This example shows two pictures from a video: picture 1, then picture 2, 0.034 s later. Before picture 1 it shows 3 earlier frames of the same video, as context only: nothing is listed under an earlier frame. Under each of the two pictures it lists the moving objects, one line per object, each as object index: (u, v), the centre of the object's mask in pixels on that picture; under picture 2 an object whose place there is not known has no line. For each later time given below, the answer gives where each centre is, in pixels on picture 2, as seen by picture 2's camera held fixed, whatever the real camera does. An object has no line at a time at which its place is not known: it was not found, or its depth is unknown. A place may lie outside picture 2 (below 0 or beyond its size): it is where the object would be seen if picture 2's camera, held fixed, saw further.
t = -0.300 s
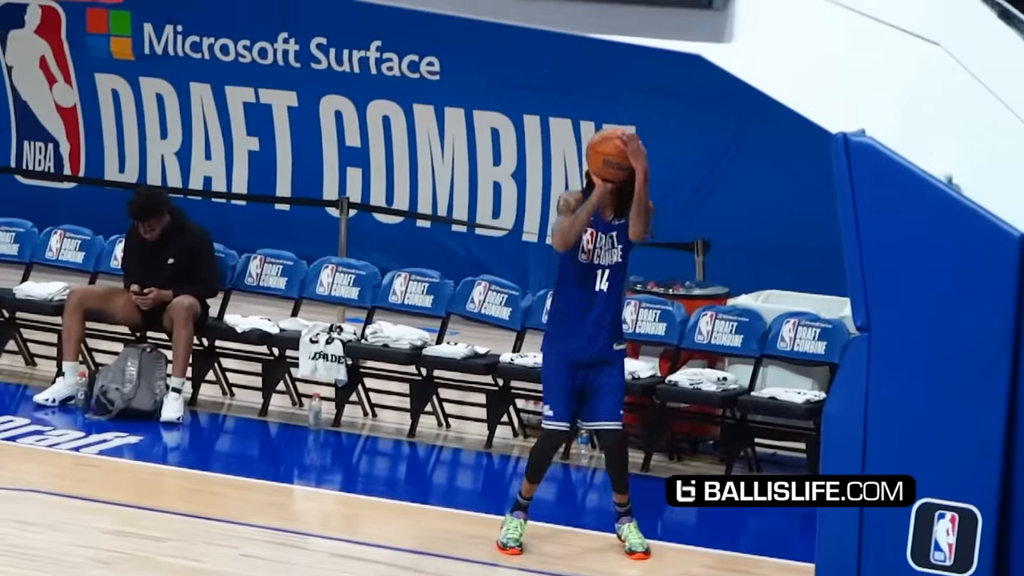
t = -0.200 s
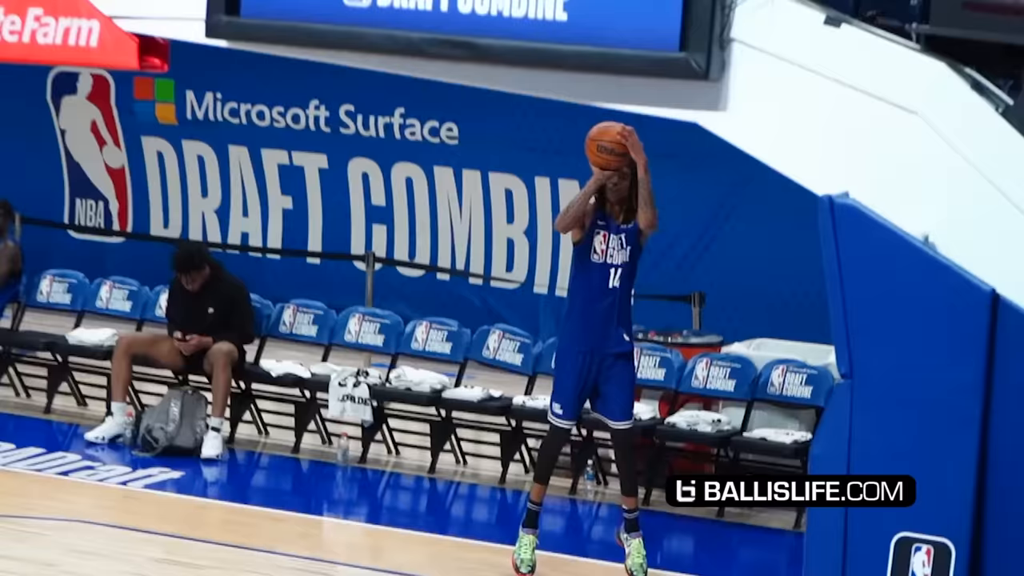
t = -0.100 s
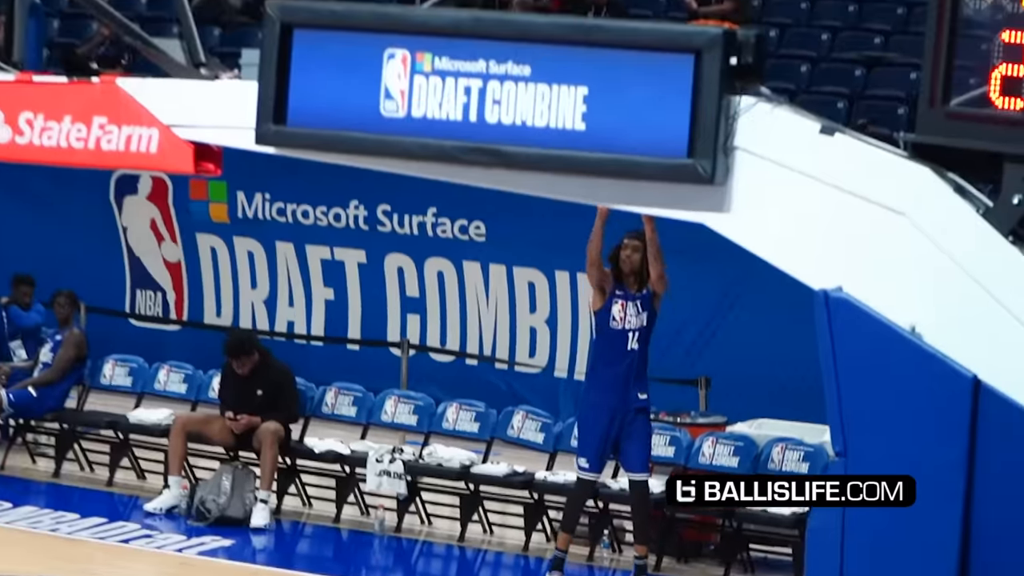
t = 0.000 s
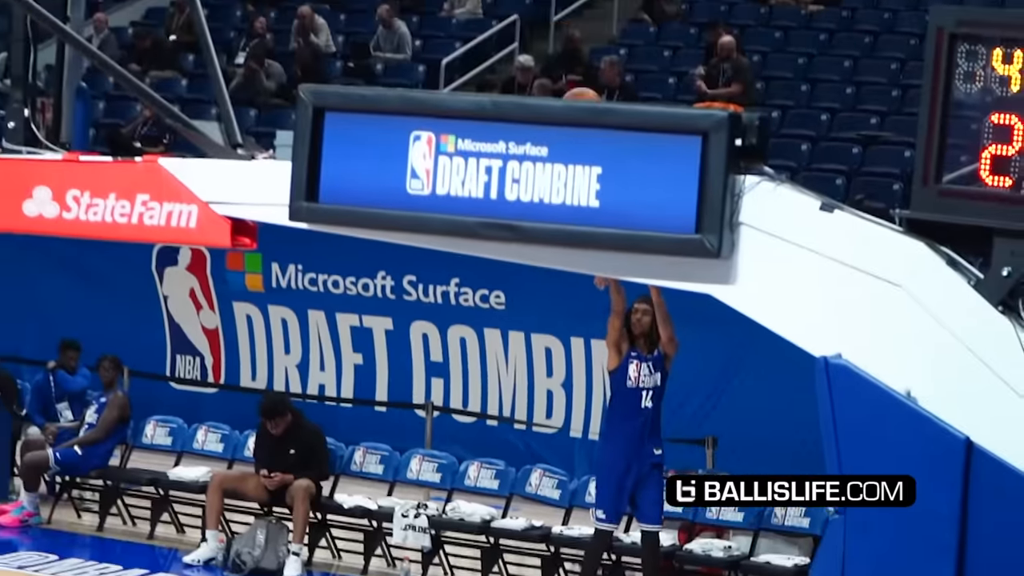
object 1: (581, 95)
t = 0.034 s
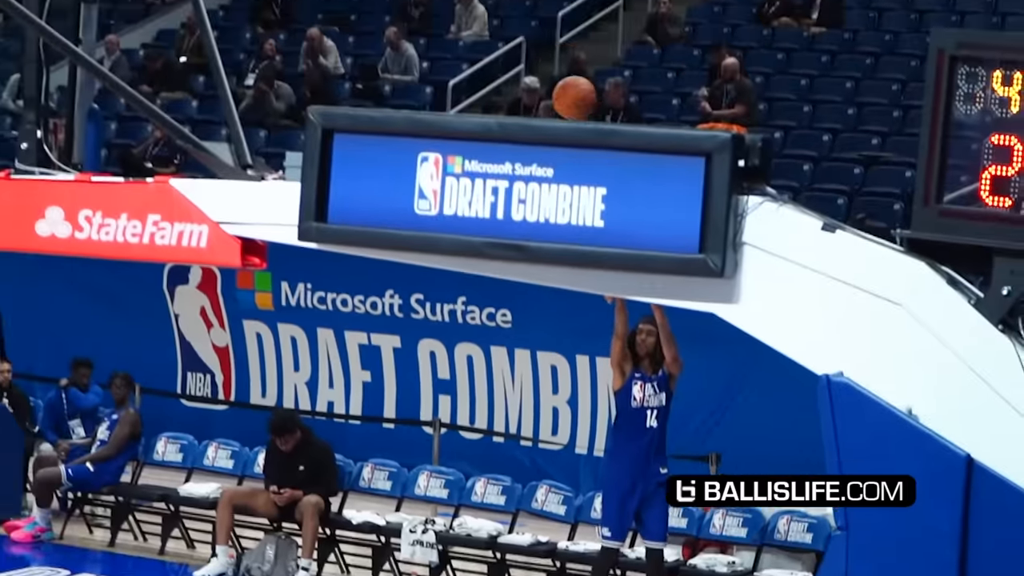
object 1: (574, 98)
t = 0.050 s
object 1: (568, 81)
